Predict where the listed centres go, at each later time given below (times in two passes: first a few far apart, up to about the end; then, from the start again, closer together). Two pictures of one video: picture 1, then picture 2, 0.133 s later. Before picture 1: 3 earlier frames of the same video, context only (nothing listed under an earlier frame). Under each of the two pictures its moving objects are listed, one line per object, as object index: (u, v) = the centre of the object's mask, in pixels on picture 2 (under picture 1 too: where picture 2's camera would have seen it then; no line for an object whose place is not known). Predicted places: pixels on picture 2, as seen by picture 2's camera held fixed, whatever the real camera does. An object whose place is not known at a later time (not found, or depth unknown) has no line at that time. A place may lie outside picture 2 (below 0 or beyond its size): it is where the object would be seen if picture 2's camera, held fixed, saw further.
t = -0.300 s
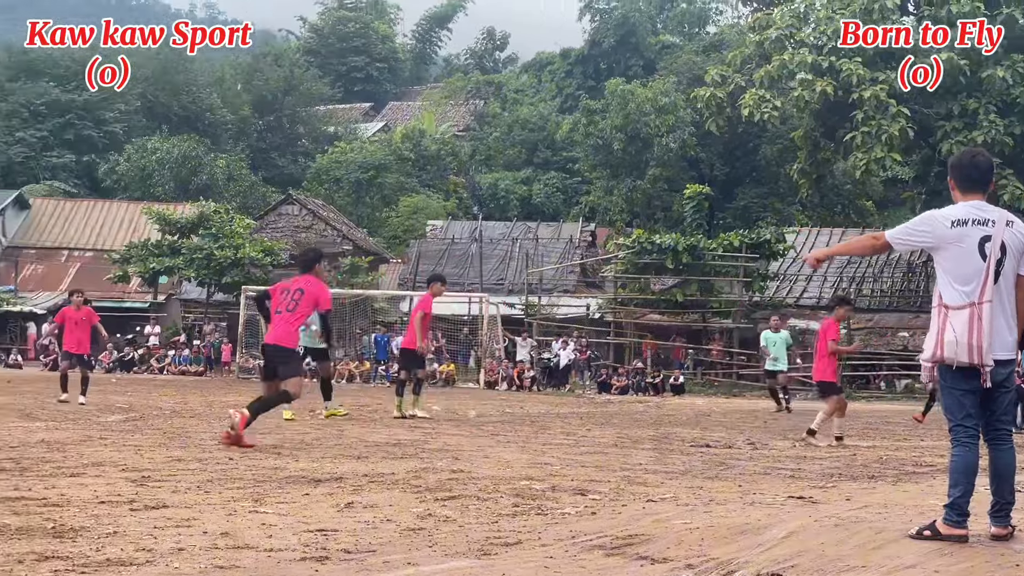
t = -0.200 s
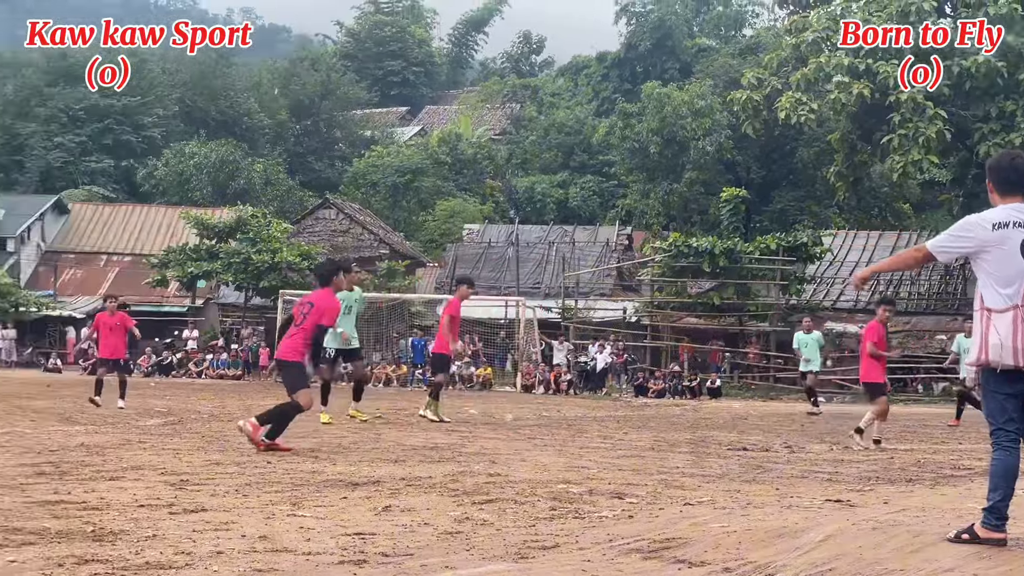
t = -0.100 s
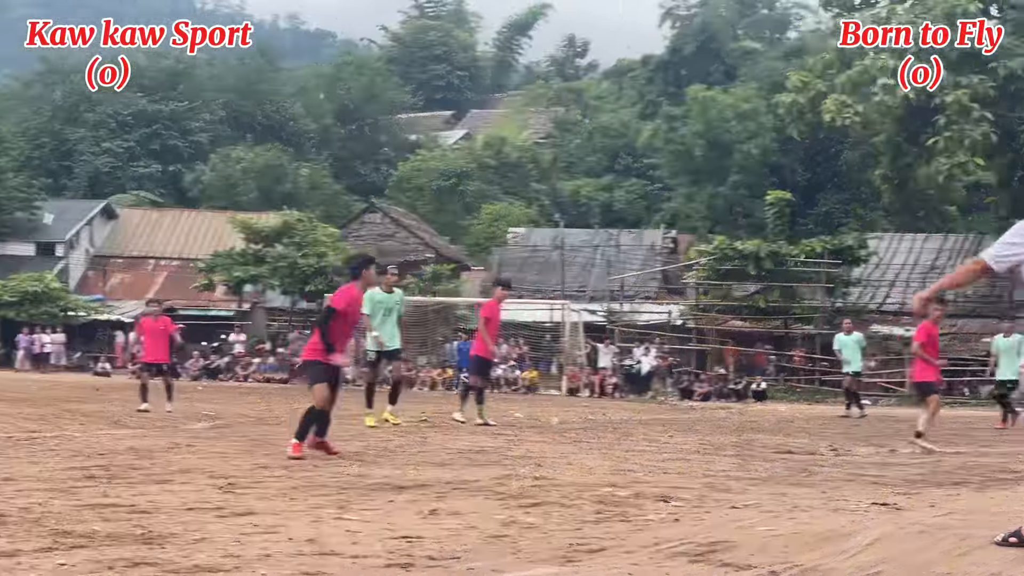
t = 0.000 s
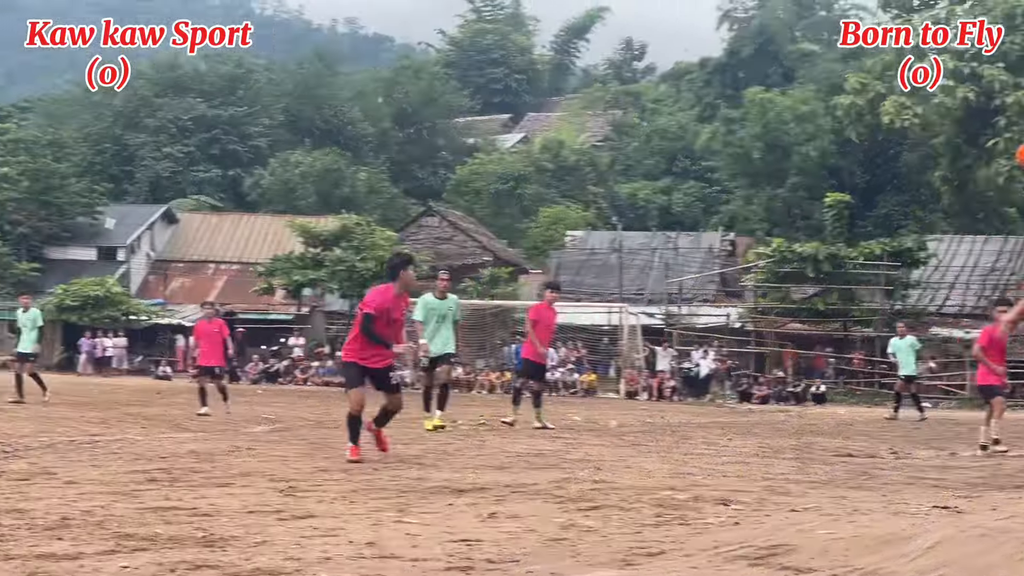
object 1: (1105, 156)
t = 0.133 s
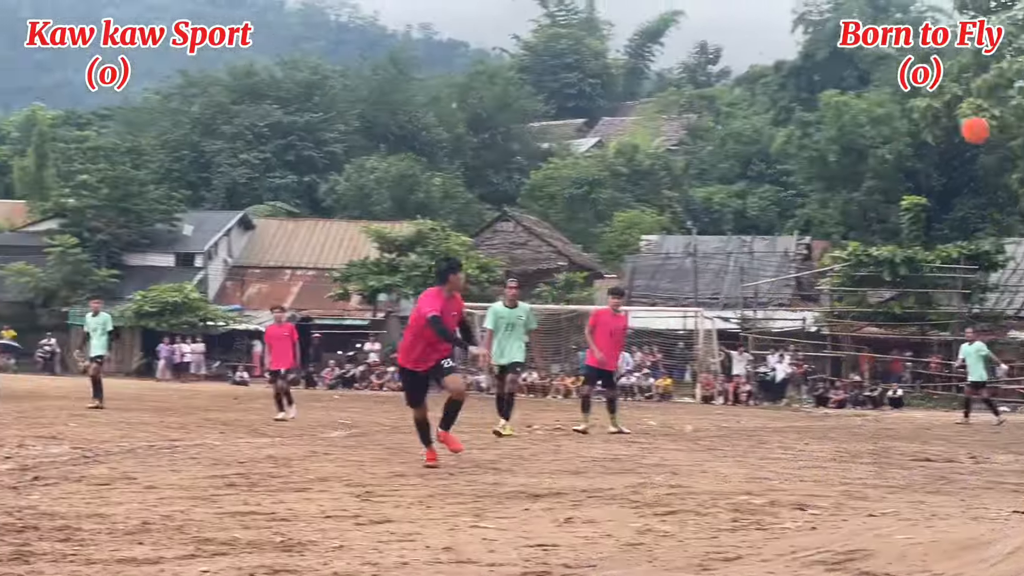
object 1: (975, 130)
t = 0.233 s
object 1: (859, 121)
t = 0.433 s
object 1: (590, 134)
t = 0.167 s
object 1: (938, 127)
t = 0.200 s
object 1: (900, 123)
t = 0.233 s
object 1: (859, 121)
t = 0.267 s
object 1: (819, 120)
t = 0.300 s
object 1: (776, 119)
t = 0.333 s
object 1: (731, 123)
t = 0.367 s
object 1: (685, 125)
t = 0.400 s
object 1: (638, 129)
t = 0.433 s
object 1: (590, 134)
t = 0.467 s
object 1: (538, 141)
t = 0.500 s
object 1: (485, 144)
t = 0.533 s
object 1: (428, 153)
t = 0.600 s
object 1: (303, 179)
